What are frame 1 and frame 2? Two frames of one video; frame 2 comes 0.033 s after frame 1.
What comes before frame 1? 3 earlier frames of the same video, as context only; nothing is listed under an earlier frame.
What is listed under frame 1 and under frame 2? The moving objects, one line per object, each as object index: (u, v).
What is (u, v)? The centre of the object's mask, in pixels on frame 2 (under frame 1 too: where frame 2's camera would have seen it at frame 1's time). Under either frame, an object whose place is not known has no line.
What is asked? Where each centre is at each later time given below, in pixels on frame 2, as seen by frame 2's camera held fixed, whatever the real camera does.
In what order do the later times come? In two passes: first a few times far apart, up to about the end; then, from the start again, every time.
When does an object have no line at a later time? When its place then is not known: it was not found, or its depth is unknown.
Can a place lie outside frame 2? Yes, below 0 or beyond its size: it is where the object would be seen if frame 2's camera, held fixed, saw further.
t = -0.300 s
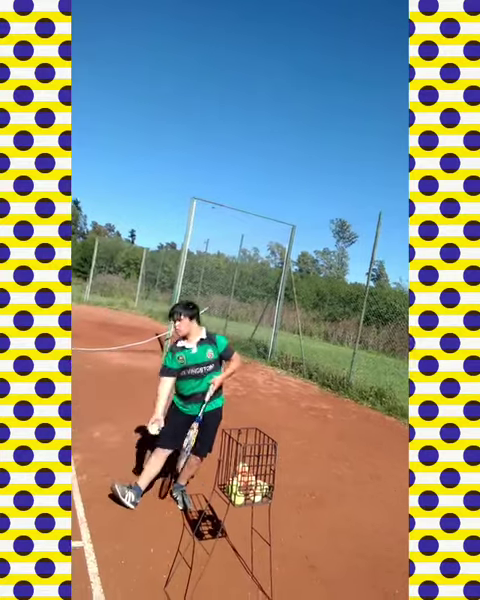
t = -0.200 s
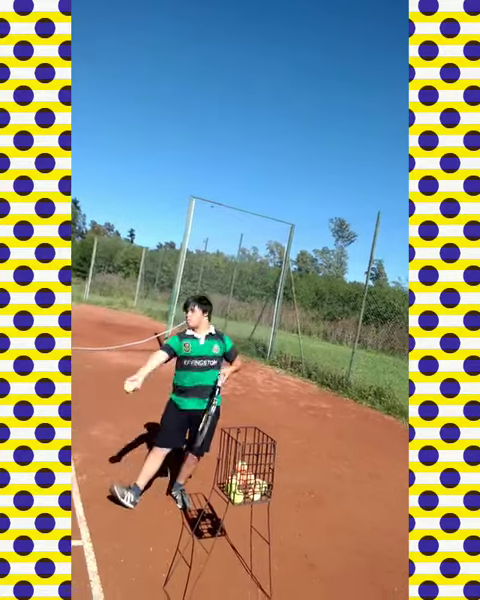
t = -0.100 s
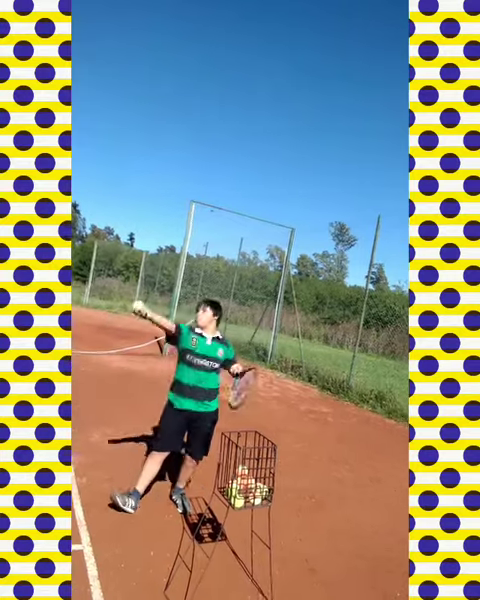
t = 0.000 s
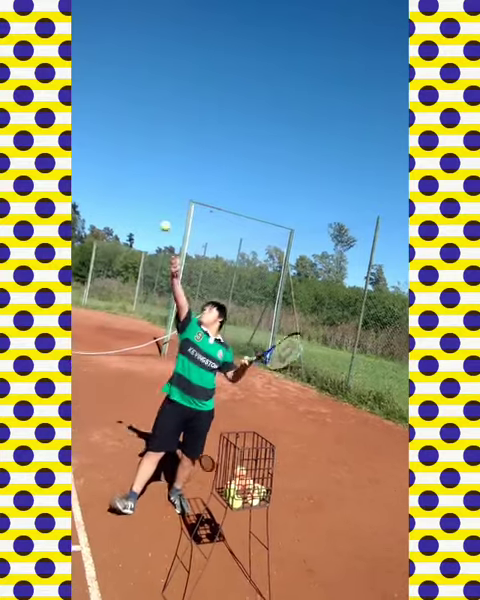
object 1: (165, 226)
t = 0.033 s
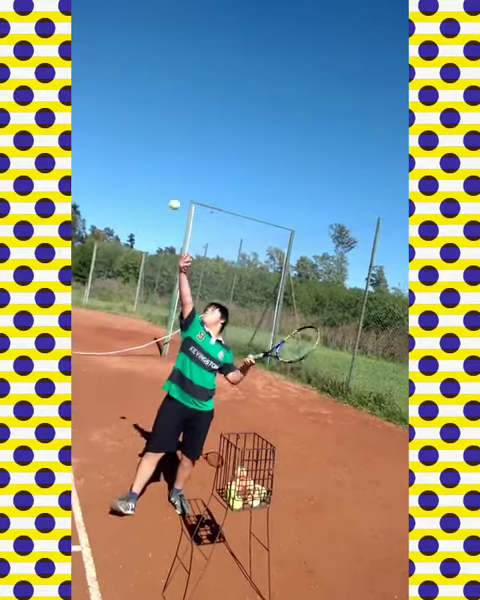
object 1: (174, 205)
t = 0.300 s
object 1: (223, 100)
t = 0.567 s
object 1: (247, 103)
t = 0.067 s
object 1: (182, 185)
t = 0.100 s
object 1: (189, 167)
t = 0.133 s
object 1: (197, 151)
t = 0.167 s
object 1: (203, 137)
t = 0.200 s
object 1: (208, 125)
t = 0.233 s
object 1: (213, 116)
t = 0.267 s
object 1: (218, 107)
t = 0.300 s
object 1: (223, 100)
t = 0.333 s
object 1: (227, 95)
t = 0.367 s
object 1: (231, 92)
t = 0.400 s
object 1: (235, 91)
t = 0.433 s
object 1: (238, 90)
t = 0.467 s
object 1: (241, 91)
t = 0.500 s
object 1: (243, 94)
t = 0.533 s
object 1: (245, 98)
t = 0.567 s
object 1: (247, 103)
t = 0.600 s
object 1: (249, 110)
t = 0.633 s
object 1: (249, 118)
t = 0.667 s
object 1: (250, 127)
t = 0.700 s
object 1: (251, 137)
